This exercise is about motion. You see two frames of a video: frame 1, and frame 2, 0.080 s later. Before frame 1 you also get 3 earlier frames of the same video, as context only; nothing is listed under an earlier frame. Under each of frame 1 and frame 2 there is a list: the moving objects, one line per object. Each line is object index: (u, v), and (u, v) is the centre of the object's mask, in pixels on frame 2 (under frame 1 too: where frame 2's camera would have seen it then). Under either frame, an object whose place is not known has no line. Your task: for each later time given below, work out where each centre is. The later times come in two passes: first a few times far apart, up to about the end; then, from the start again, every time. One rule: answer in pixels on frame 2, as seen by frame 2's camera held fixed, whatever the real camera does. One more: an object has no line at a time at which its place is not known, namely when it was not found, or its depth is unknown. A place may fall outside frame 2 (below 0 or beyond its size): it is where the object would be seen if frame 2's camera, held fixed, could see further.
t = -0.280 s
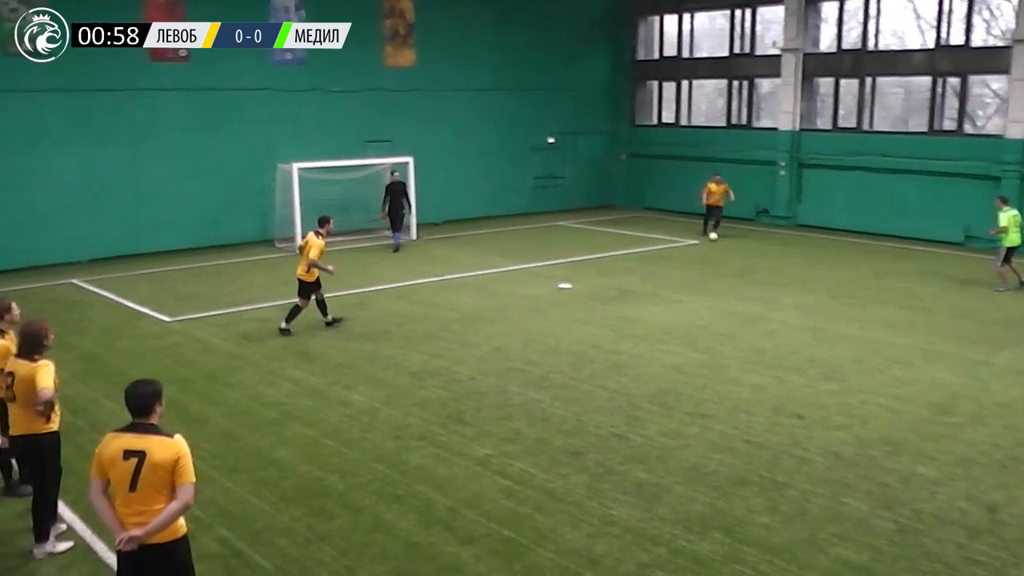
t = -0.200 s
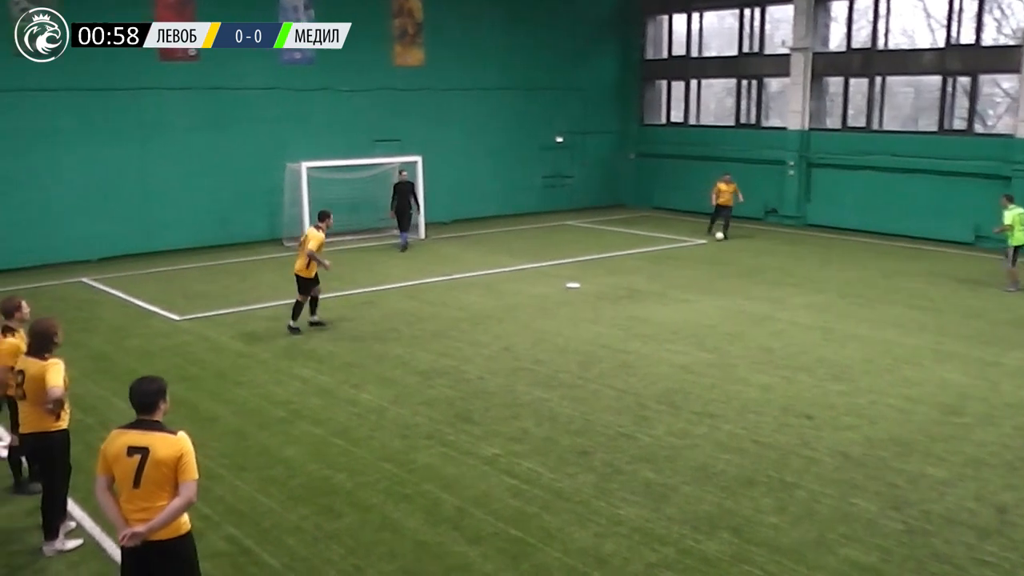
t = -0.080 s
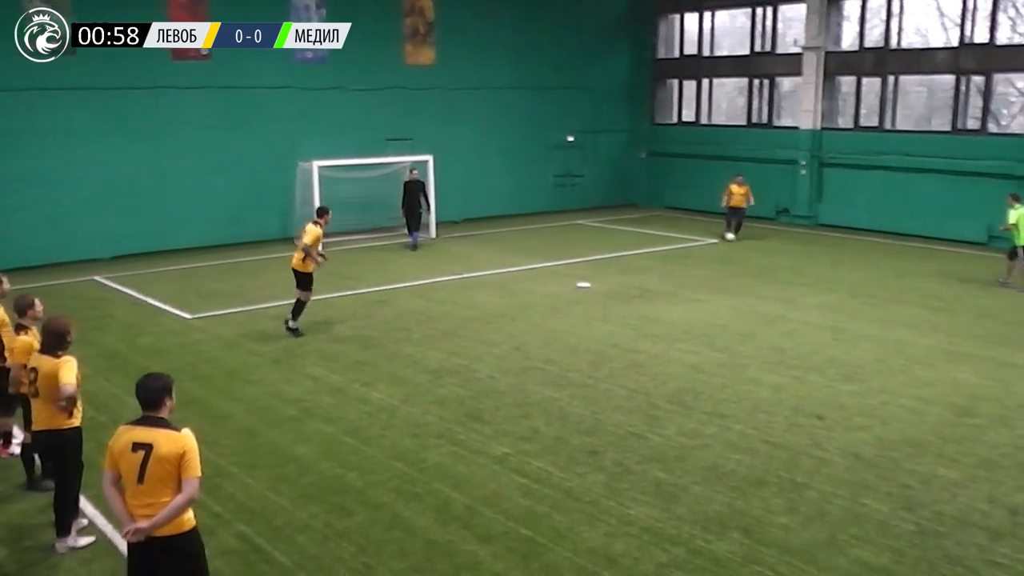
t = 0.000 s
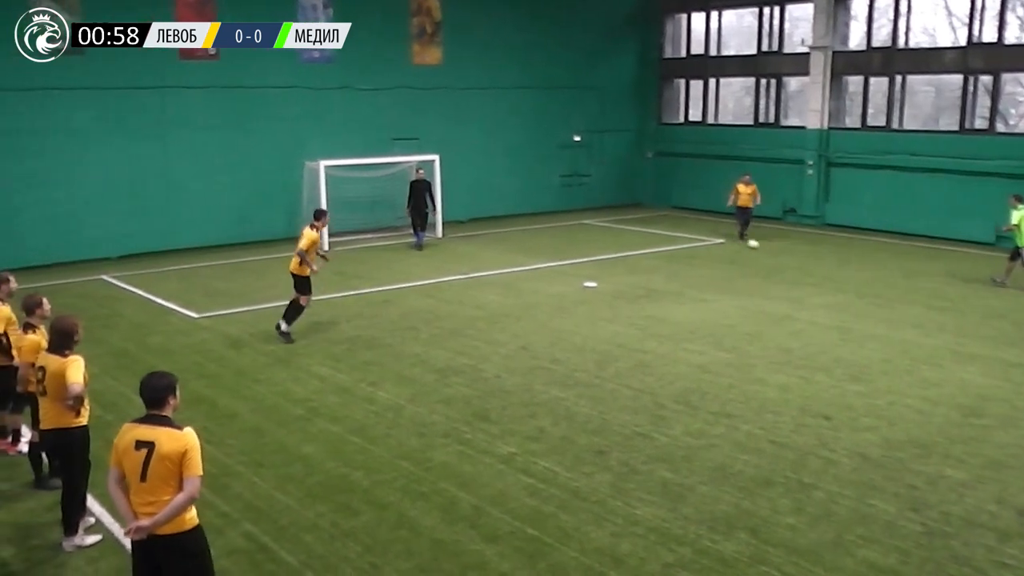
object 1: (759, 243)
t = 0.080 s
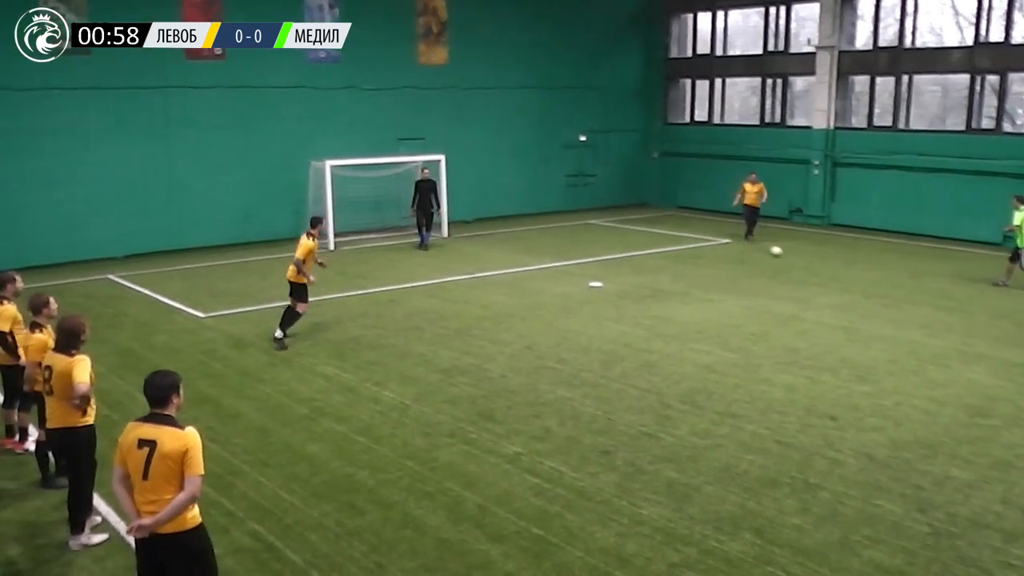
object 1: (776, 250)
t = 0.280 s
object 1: (823, 270)
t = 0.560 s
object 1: (897, 303)
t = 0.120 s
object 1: (785, 254)
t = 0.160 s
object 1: (794, 259)
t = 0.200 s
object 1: (803, 262)
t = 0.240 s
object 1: (812, 265)
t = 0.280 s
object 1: (823, 270)
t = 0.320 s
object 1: (833, 275)
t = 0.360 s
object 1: (843, 279)
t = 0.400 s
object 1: (852, 283)
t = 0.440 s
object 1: (863, 289)
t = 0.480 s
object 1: (874, 293)
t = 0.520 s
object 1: (885, 298)
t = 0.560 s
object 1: (897, 303)
